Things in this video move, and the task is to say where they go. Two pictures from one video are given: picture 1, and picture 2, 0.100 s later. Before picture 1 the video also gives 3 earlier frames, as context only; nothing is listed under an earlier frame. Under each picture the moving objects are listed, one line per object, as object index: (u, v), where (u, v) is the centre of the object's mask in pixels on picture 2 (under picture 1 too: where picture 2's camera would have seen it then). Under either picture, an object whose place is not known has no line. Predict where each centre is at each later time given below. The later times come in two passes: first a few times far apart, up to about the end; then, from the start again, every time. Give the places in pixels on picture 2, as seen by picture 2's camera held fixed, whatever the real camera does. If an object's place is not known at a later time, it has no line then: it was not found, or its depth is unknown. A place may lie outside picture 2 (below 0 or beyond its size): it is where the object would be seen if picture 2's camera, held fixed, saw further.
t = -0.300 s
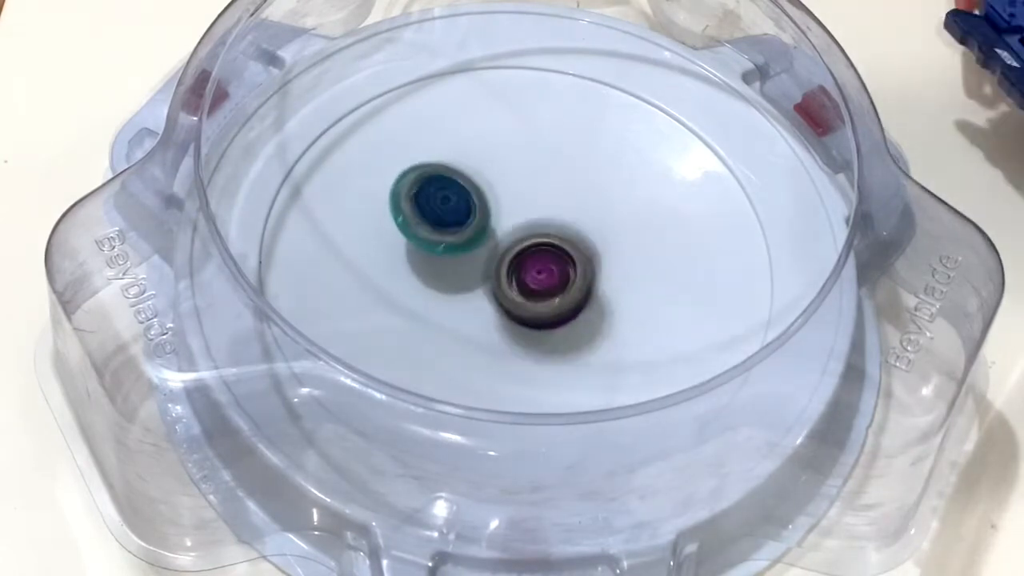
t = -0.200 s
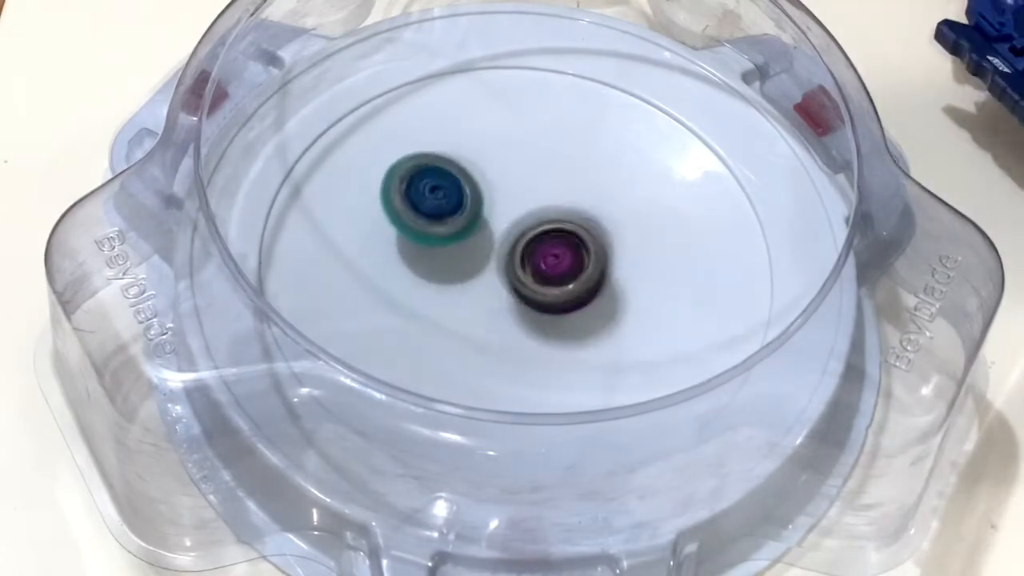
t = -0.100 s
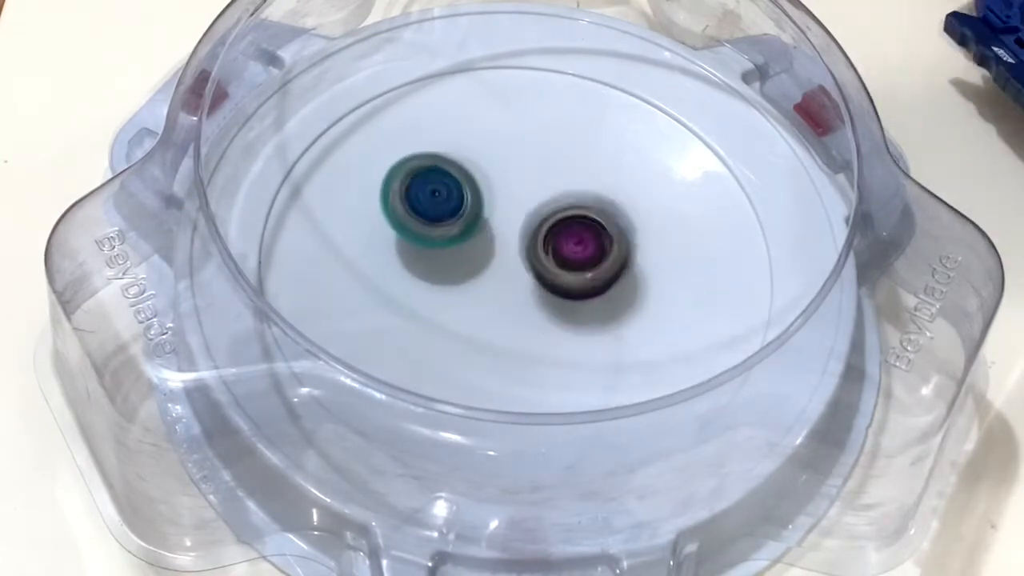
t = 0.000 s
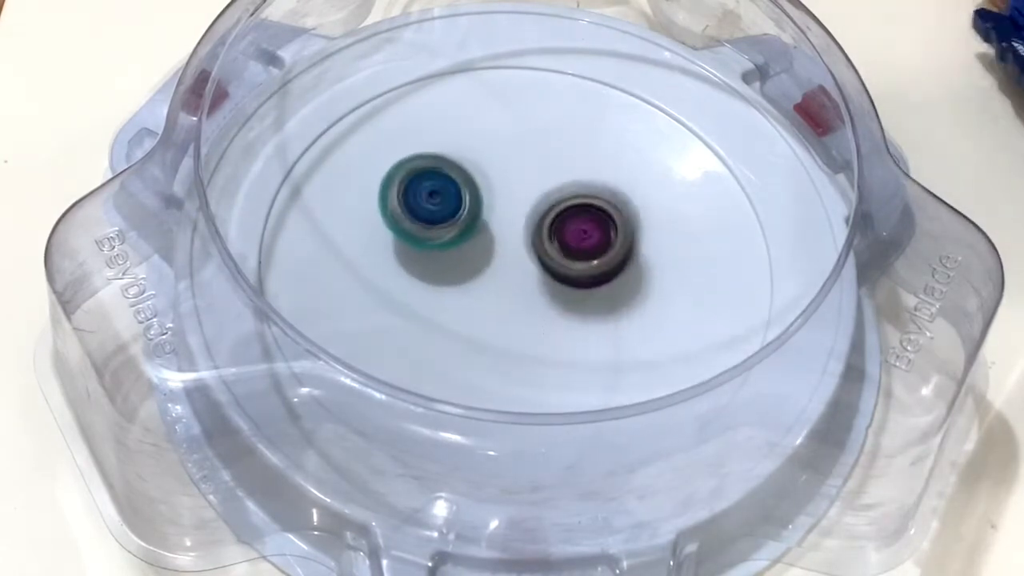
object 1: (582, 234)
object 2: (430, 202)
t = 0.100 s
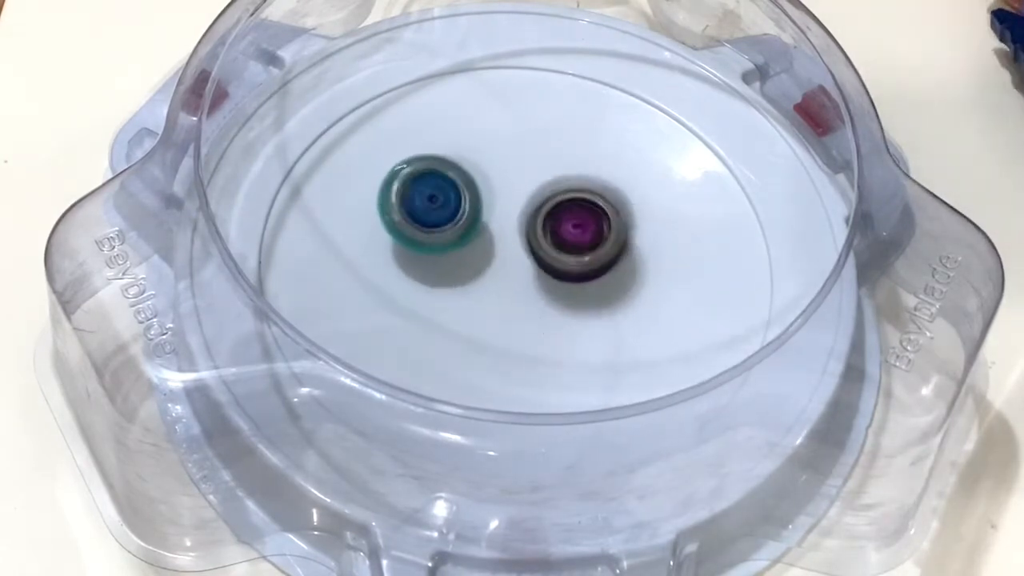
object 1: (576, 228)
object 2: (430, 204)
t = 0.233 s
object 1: (553, 228)
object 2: (432, 203)
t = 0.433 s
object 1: (589, 245)
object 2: (423, 200)
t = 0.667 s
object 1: (558, 246)
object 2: (424, 203)
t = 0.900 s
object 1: (557, 254)
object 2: (421, 189)
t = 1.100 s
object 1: (598, 274)
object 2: (430, 199)
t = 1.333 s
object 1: (527, 266)
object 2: (429, 200)
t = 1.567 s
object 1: (525, 264)
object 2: (428, 198)
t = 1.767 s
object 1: (560, 242)
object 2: (431, 200)
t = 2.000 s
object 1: (560, 230)
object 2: (430, 203)
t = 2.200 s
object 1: (541, 235)
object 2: (425, 207)
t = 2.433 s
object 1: (550, 240)
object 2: (428, 208)
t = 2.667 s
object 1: (540, 224)
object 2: (429, 205)
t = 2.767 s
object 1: (545, 226)
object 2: (432, 211)
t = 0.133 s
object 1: (570, 227)
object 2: (433, 200)
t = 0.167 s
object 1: (564, 227)
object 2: (436, 205)
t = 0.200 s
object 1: (558, 227)
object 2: (432, 206)
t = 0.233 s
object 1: (553, 228)
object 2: (432, 203)
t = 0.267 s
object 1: (547, 229)
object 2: (436, 203)
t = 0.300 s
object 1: (556, 232)
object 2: (426, 201)
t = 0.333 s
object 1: (567, 236)
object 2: (422, 198)
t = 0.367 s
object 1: (578, 239)
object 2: (425, 195)
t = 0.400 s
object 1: (585, 243)
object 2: (426, 198)
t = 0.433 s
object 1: (589, 245)
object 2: (423, 200)
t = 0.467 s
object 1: (591, 246)
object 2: (422, 197)
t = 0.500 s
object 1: (591, 247)
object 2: (427, 197)
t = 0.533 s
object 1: (589, 247)
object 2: (425, 201)
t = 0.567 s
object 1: (583, 247)
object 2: (420, 200)
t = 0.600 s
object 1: (576, 247)
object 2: (423, 197)
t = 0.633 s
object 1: (568, 246)
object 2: (427, 200)
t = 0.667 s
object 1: (558, 246)
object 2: (424, 203)
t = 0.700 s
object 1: (548, 244)
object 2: (422, 200)
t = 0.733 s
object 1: (539, 244)
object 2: (427, 198)
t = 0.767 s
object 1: (531, 243)
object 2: (424, 201)
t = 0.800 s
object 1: (531, 243)
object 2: (419, 196)
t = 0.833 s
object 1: (530, 243)
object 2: (424, 196)
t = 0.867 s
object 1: (538, 247)
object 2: (420, 195)
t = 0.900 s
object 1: (557, 254)
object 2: (421, 189)
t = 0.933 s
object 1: (573, 261)
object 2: (428, 192)
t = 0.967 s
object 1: (586, 266)
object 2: (431, 197)
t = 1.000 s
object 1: (594, 269)
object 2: (430, 198)
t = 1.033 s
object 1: (600, 272)
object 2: (432, 196)
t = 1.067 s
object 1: (601, 273)
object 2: (433, 199)
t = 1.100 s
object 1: (598, 274)
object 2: (430, 199)
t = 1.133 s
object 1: (593, 274)
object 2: (431, 198)
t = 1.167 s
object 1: (584, 273)
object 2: (431, 199)
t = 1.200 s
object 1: (574, 272)
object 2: (430, 199)
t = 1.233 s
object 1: (563, 270)
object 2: (430, 200)
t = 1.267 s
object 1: (551, 269)
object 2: (429, 199)
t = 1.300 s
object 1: (539, 268)
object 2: (430, 199)
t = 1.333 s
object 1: (527, 266)
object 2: (429, 200)
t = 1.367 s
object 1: (514, 265)
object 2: (427, 199)
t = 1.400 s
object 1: (507, 264)
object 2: (426, 195)
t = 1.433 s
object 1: (502, 264)
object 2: (424, 196)
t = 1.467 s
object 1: (502, 264)
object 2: (424, 192)
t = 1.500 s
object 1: (511, 264)
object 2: (425, 191)
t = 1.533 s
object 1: (517, 264)
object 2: (431, 193)
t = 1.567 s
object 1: (525, 264)
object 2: (428, 198)
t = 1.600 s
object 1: (531, 263)
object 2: (427, 198)
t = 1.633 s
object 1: (540, 260)
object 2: (430, 198)
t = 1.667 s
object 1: (545, 257)
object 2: (431, 201)
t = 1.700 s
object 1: (551, 252)
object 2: (427, 201)
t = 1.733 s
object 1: (556, 247)
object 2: (427, 199)
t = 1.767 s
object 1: (560, 242)
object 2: (431, 200)
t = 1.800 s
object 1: (563, 239)
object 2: (428, 204)
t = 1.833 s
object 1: (564, 235)
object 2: (425, 202)
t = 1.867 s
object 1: (566, 233)
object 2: (429, 200)
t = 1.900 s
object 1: (565, 231)
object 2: (430, 204)
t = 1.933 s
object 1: (565, 230)
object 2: (425, 205)
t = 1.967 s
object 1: (562, 229)
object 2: (426, 202)
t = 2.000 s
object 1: (560, 230)
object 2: (430, 203)
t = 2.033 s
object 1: (555, 229)
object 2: (429, 207)
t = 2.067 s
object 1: (553, 231)
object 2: (425, 207)
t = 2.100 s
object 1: (548, 231)
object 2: (426, 204)
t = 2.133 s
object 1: (545, 233)
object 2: (431, 206)
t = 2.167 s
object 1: (541, 233)
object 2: (428, 209)
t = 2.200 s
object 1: (541, 235)
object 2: (425, 207)
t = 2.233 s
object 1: (538, 236)
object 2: (430, 206)
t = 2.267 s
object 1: (543, 239)
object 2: (430, 207)
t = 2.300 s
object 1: (545, 240)
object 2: (429, 207)
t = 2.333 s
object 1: (548, 242)
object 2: (429, 206)
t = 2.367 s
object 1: (549, 242)
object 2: (431, 206)
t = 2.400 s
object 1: (550, 242)
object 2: (430, 207)
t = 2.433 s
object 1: (550, 240)
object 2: (428, 208)
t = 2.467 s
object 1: (549, 239)
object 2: (429, 207)
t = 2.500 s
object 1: (546, 236)
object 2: (430, 207)
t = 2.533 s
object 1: (543, 233)
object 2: (429, 208)
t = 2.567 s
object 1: (539, 231)
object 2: (428, 207)
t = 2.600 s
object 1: (536, 228)
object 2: (427, 207)
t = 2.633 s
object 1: (539, 226)
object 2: (423, 204)
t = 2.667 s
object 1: (540, 224)
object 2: (429, 205)
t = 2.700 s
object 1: (543, 224)
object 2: (430, 208)
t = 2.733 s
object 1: (545, 225)
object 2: (432, 211)
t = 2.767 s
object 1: (545, 226)
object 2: (432, 211)
